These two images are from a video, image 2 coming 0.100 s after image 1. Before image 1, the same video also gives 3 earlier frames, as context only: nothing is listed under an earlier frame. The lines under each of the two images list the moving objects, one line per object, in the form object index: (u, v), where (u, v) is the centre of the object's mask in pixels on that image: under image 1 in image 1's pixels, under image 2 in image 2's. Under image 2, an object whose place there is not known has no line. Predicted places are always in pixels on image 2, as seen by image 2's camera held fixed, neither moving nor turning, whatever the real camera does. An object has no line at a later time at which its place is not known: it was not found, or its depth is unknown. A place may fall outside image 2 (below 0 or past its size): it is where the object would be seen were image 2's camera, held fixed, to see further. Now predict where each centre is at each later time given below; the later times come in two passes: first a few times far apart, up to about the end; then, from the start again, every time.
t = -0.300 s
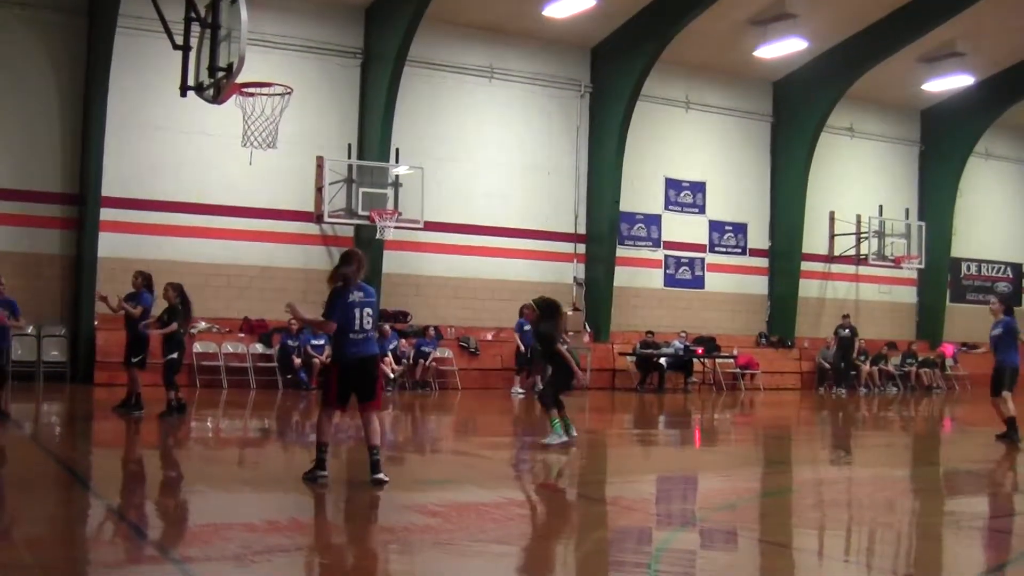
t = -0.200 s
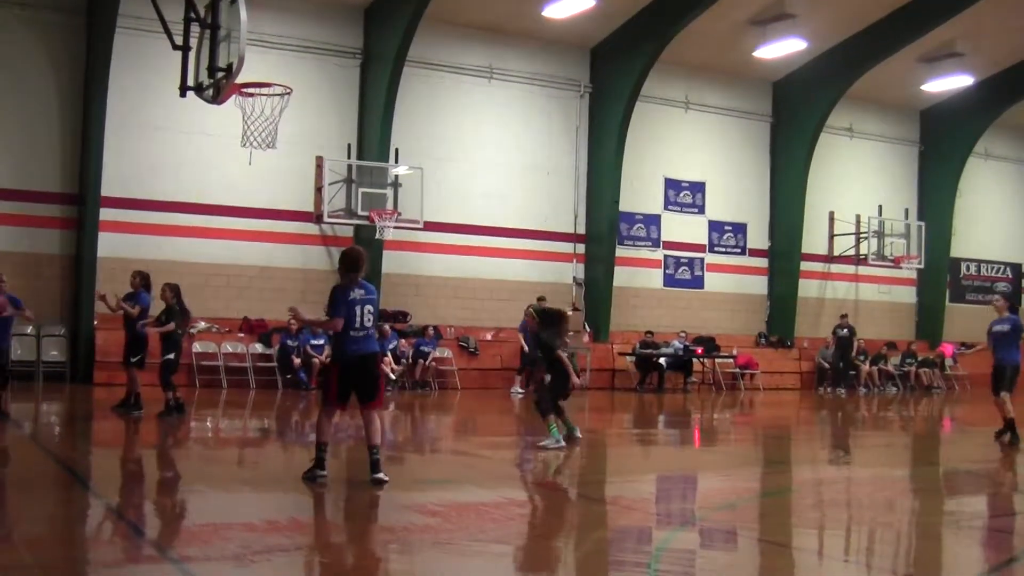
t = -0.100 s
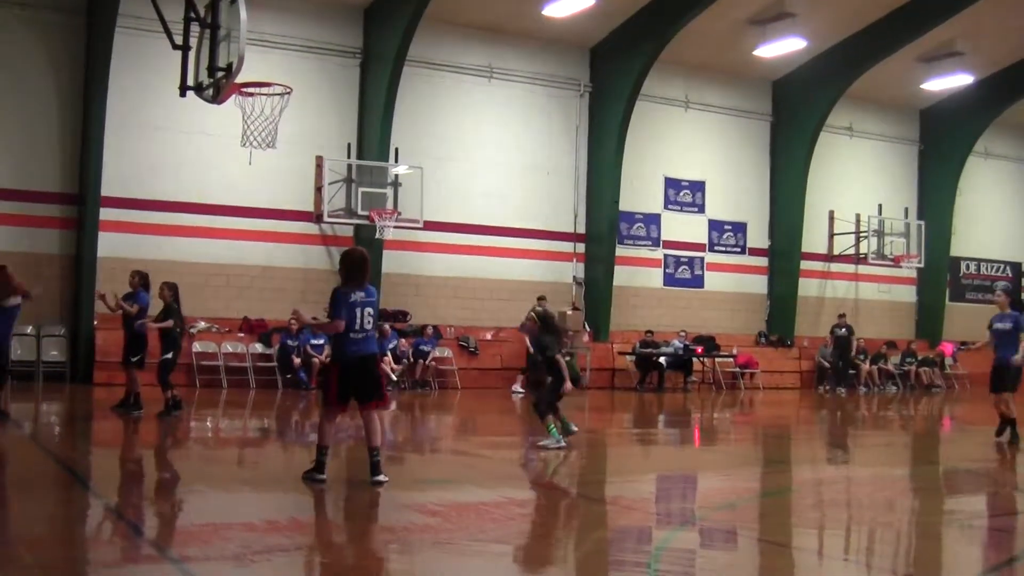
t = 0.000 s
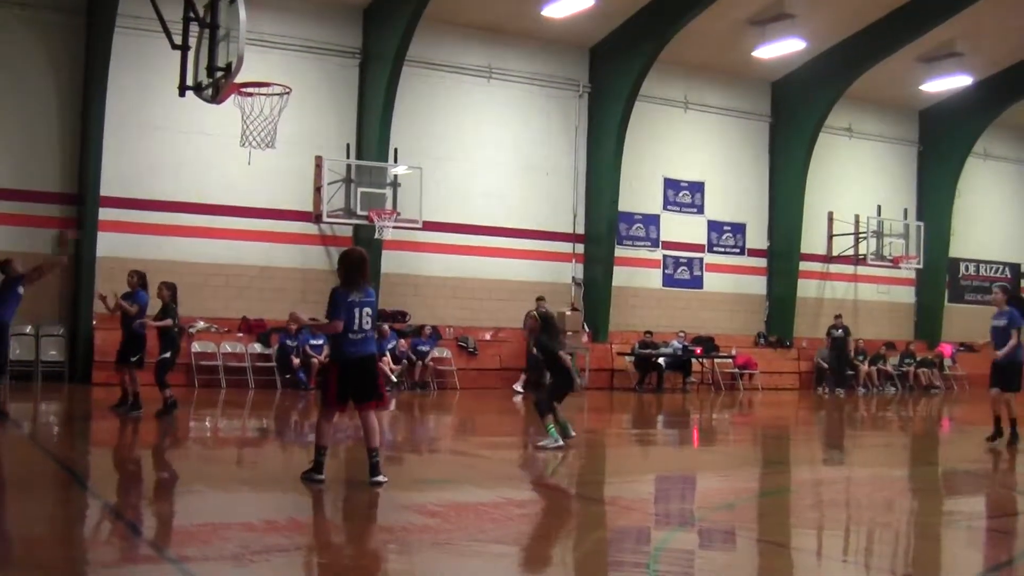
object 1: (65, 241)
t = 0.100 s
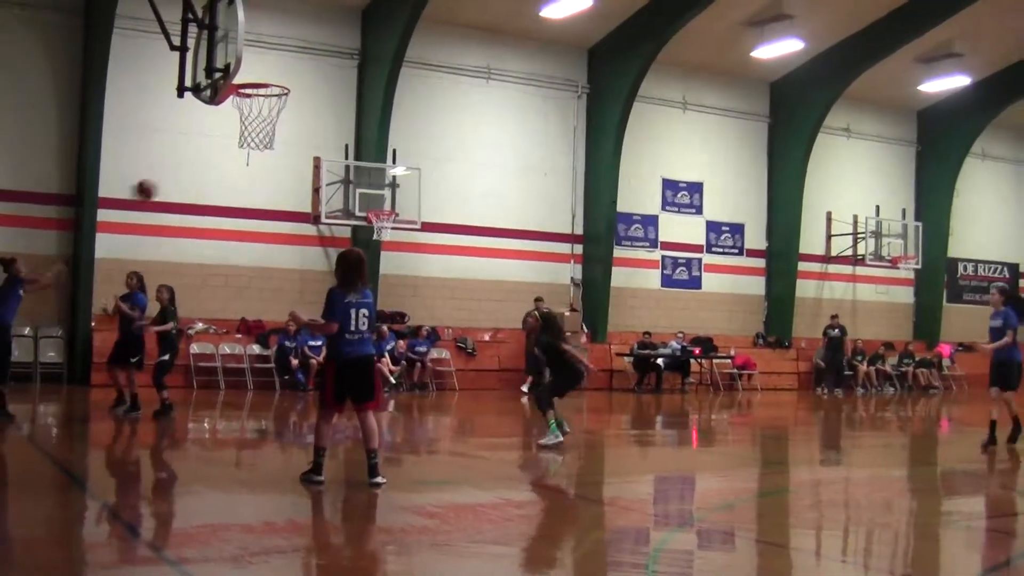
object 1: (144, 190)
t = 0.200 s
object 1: (225, 149)
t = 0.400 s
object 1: (384, 97)
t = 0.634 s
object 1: (562, 89)
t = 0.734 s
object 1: (635, 99)
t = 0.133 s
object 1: (171, 176)
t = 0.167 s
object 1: (198, 162)
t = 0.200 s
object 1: (225, 149)
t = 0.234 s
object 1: (252, 139)
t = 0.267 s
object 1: (280, 127)
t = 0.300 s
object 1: (303, 119)
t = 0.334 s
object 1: (330, 112)
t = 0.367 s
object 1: (358, 103)
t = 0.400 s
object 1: (384, 97)
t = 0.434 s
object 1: (410, 94)
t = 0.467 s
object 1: (435, 90)
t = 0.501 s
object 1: (460, 88)
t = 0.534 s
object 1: (485, 86)
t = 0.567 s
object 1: (511, 86)
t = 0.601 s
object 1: (537, 87)
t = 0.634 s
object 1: (562, 89)
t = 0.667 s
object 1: (588, 91)
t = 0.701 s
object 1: (612, 94)
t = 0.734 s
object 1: (635, 99)
